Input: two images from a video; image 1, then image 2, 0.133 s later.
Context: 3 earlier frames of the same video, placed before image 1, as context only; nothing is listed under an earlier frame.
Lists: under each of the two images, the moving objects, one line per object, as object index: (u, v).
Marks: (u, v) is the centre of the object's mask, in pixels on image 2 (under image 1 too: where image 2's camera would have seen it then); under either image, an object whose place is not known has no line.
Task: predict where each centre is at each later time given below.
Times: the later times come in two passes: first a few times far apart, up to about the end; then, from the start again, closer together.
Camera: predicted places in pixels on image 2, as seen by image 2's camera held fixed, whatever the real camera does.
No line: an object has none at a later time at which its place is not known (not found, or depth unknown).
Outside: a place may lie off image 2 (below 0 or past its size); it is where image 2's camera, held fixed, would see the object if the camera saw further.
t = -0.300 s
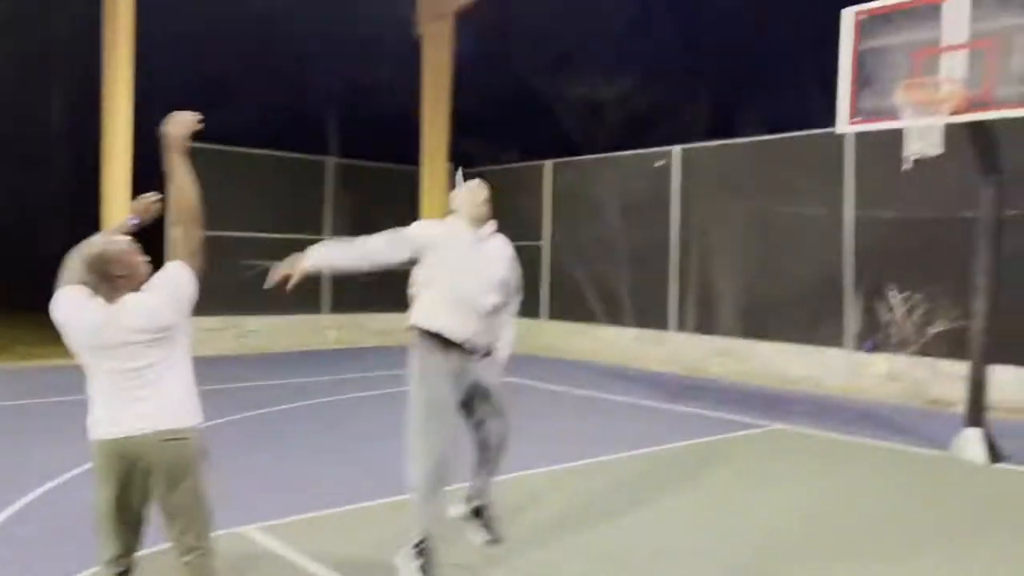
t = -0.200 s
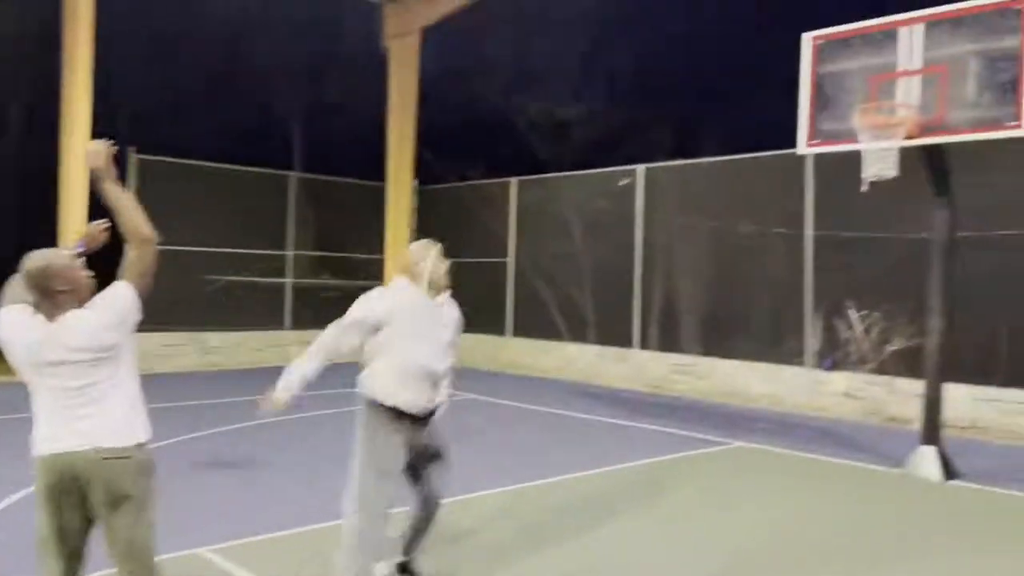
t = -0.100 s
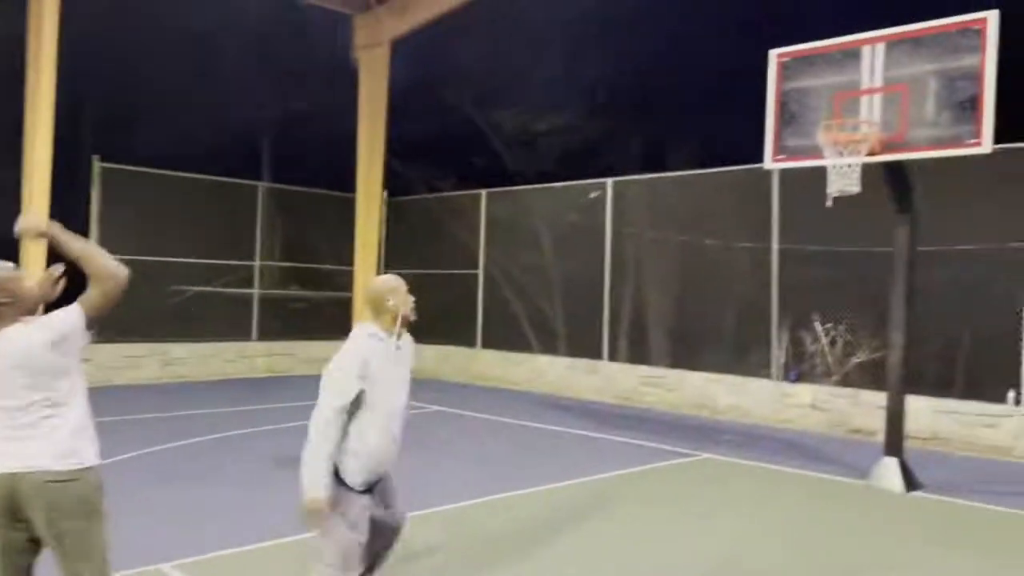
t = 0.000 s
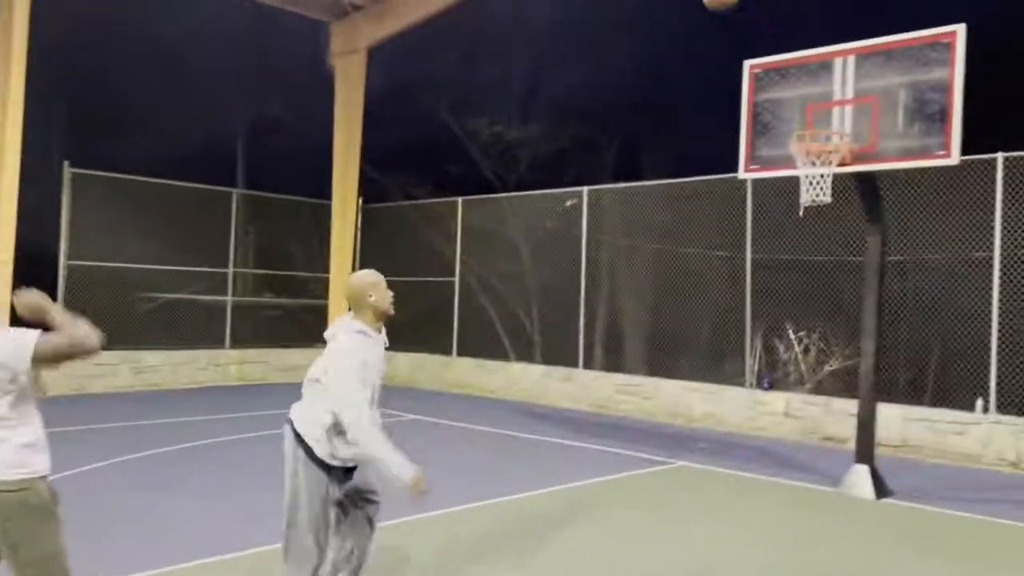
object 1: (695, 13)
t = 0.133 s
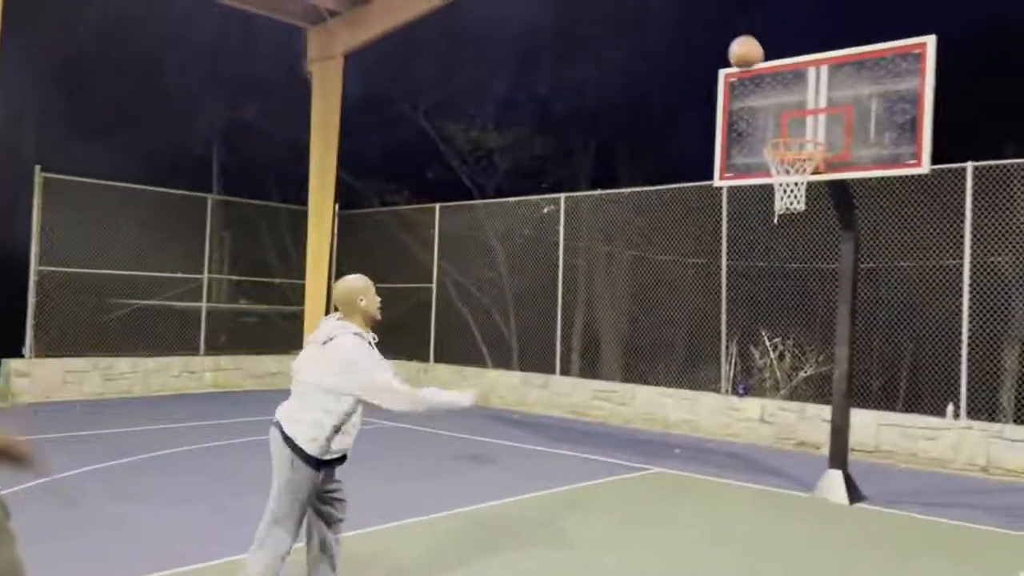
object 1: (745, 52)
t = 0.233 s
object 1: (779, 101)
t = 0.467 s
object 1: (770, 129)
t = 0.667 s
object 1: (702, 141)
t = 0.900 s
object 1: (631, 206)
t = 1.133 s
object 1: (563, 323)
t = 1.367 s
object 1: (506, 458)
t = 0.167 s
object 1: (757, 68)
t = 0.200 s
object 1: (768, 86)
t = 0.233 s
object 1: (779, 101)
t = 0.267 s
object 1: (789, 122)
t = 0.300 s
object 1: (796, 129)
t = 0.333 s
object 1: (803, 136)
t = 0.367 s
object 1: (803, 136)
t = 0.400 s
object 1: (793, 134)
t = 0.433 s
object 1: (782, 129)
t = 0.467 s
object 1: (770, 129)
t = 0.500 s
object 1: (760, 128)
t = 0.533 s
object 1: (749, 128)
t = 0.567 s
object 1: (737, 129)
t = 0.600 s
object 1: (726, 132)
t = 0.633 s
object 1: (714, 136)
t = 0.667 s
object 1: (702, 141)
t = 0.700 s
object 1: (693, 147)
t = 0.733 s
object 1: (683, 154)
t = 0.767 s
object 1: (672, 163)
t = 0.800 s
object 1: (662, 171)
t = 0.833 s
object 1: (651, 181)
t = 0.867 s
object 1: (640, 193)
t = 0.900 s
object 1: (631, 206)
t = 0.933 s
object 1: (621, 220)
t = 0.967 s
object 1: (611, 235)
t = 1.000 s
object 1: (600, 250)
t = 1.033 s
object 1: (591, 268)
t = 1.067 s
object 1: (581, 287)
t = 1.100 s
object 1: (572, 304)
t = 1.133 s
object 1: (563, 323)
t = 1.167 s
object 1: (552, 346)
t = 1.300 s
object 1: (518, 440)
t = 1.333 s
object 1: (510, 466)
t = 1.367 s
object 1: (506, 458)
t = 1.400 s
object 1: (503, 437)
